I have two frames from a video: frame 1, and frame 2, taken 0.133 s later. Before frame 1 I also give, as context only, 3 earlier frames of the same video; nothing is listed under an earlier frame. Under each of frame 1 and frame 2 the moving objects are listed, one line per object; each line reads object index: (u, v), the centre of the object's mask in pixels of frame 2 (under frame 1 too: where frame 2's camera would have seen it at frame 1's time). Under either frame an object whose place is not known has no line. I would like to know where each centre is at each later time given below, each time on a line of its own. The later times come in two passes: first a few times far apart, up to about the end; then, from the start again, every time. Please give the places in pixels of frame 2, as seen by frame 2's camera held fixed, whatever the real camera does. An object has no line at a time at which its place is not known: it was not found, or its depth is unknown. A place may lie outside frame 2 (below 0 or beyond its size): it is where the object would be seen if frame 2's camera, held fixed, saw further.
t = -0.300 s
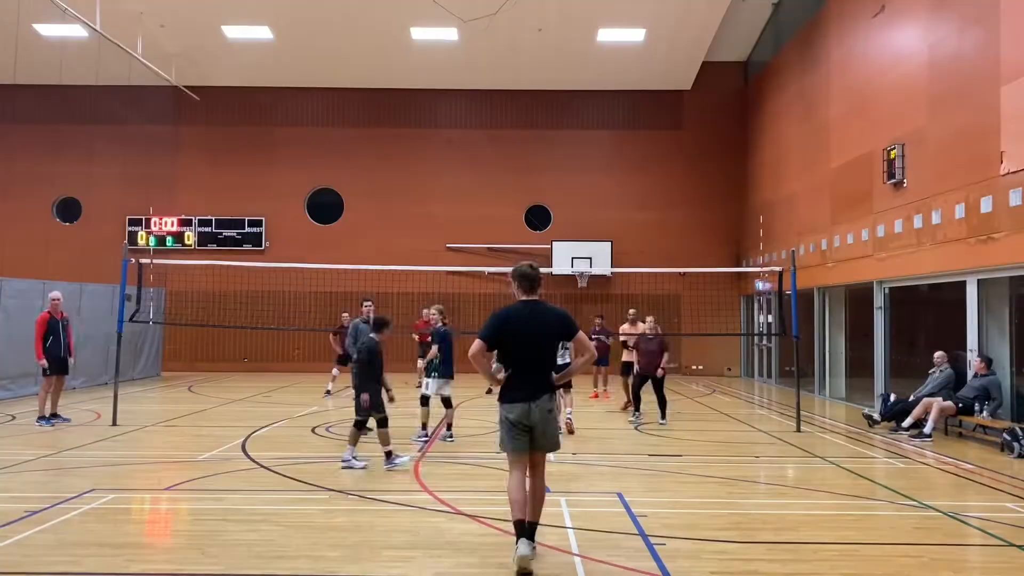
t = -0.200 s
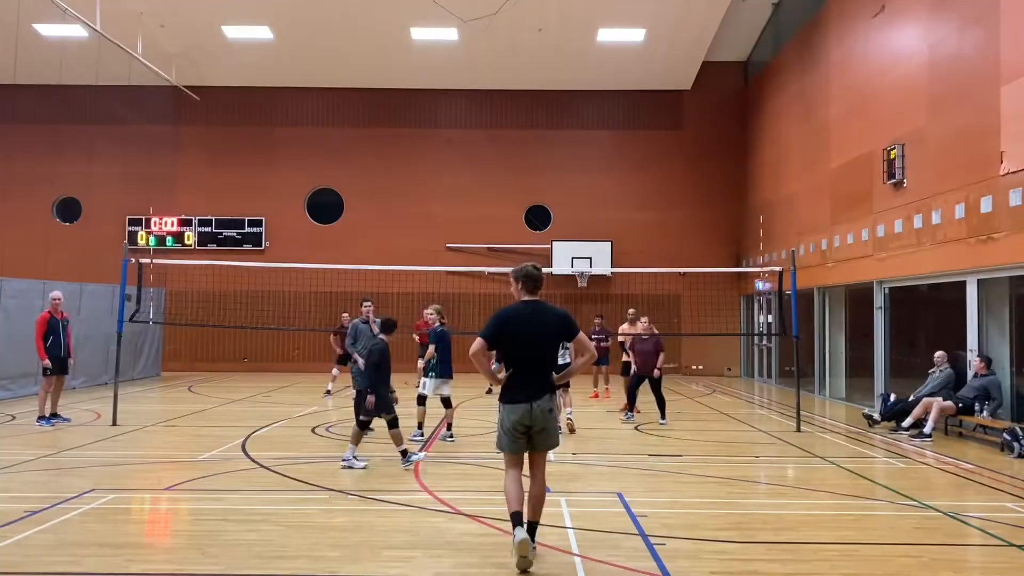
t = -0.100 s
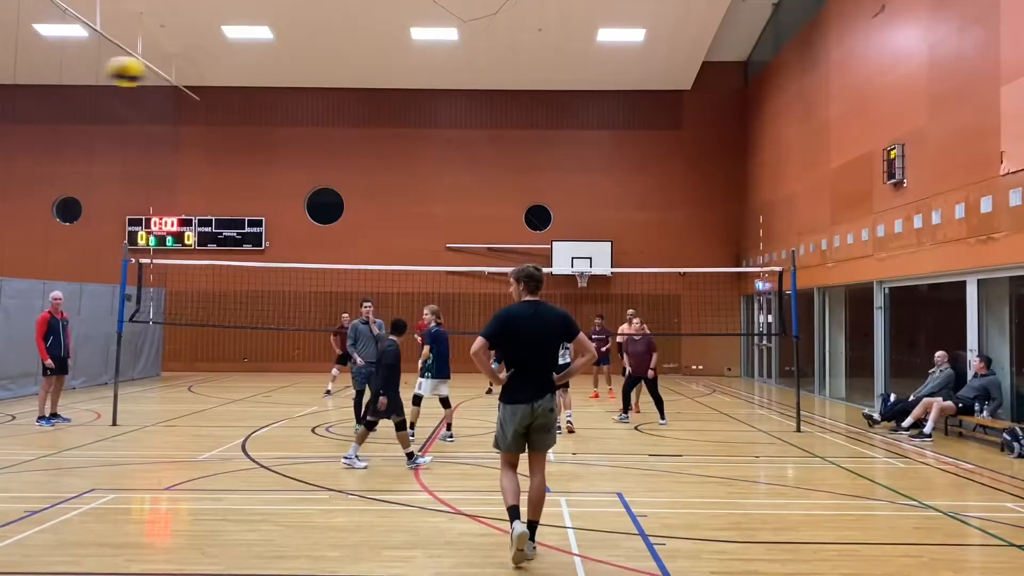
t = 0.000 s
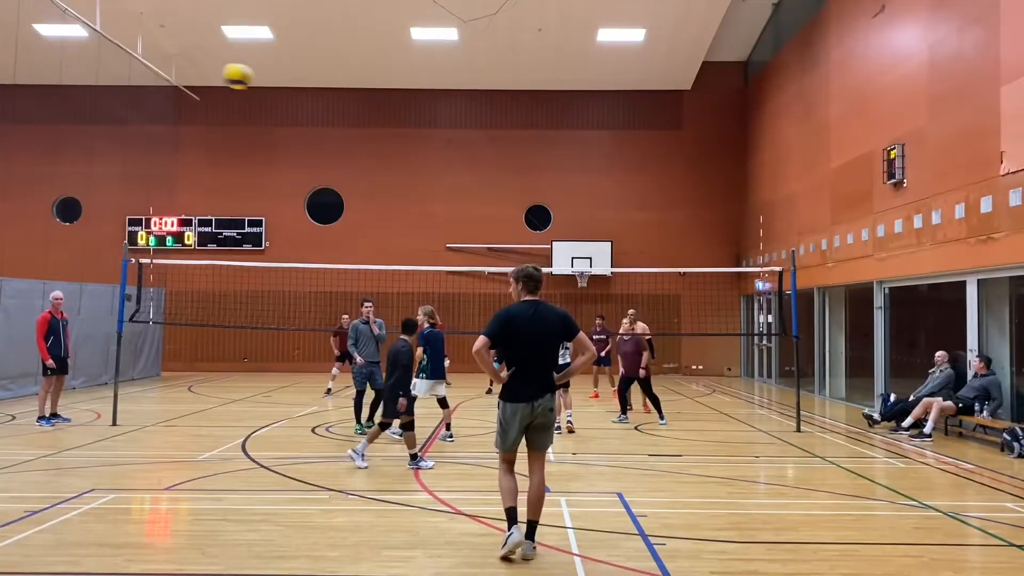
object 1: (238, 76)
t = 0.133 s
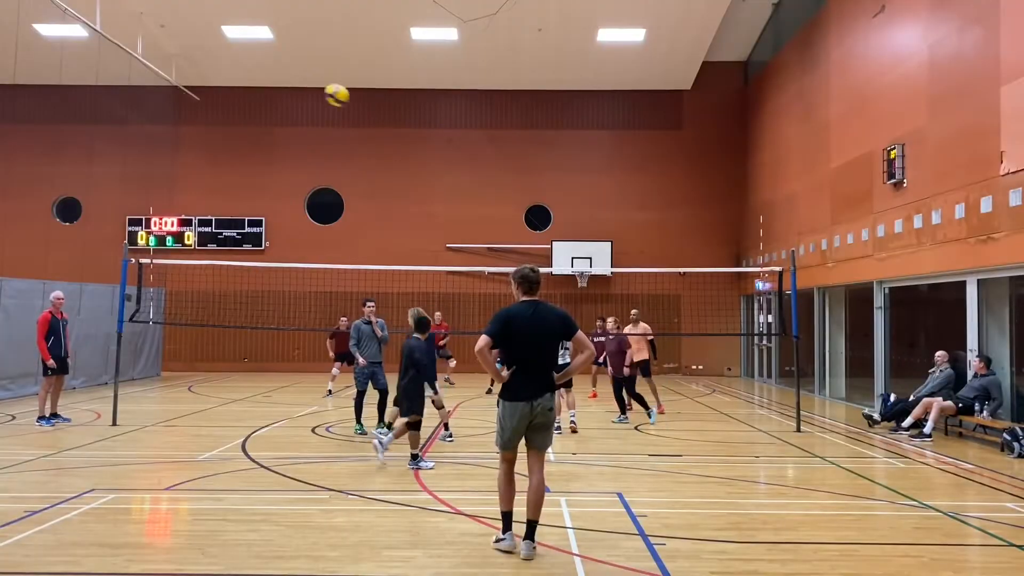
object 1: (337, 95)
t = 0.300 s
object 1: (417, 131)
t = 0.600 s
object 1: (498, 209)
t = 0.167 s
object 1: (356, 101)
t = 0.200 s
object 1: (373, 109)
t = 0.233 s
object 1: (389, 116)
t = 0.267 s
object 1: (403, 123)
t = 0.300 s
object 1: (417, 131)
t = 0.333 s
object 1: (430, 140)
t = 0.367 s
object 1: (441, 147)
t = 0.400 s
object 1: (451, 156)
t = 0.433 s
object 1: (460, 165)
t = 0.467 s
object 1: (469, 173)
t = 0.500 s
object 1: (477, 182)
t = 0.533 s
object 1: (485, 191)
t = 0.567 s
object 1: (492, 200)
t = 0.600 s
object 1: (498, 209)
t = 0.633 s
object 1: (504, 219)
